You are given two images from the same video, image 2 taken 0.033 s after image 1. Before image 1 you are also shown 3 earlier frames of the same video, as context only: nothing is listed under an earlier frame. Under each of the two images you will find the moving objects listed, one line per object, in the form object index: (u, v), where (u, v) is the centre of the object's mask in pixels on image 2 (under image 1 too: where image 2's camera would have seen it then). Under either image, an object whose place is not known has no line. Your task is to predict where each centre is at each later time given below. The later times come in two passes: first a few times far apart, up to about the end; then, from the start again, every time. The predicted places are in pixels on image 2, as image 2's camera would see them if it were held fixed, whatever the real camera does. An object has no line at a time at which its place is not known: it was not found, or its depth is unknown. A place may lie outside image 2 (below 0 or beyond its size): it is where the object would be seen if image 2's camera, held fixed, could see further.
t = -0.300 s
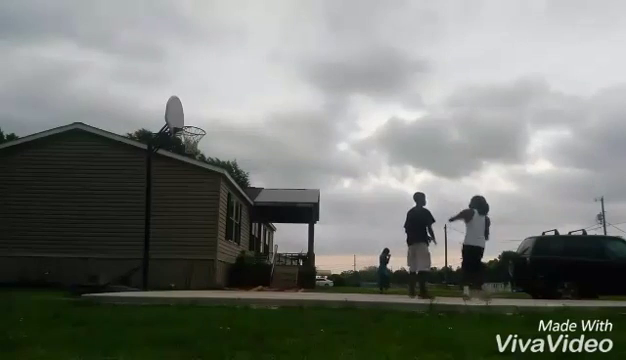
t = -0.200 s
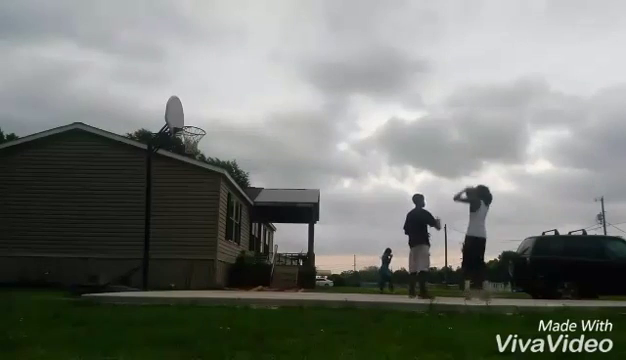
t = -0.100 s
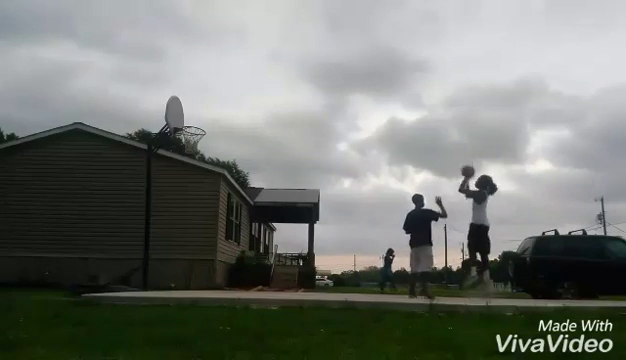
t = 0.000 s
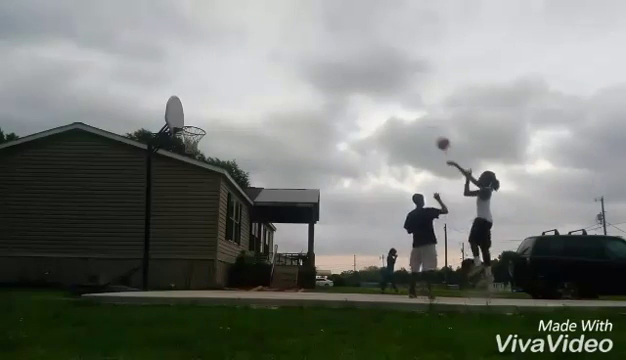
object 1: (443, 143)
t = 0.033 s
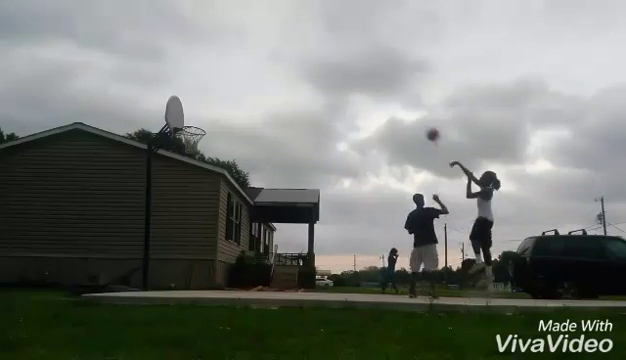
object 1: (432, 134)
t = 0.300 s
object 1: (352, 86)
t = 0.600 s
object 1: (265, 75)
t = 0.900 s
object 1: (180, 108)
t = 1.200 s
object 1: (191, 147)
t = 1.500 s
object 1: (182, 168)
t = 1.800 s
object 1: (168, 242)
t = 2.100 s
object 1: (166, 244)
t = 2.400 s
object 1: (174, 220)
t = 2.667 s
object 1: (176, 238)
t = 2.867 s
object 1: (175, 283)
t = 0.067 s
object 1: (422, 126)
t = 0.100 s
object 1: (412, 119)
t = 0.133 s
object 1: (402, 111)
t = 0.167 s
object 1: (391, 105)
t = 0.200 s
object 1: (382, 100)
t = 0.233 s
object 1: (371, 95)
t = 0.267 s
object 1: (362, 90)
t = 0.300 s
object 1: (352, 86)
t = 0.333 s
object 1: (342, 83)
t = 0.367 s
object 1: (332, 80)
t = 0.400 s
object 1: (323, 78)
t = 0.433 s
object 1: (313, 76)
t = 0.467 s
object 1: (304, 75)
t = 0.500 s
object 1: (294, 74)
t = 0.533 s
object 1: (284, 74)
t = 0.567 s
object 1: (275, 74)
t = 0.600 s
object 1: (265, 75)
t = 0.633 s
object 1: (256, 76)
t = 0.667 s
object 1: (246, 79)
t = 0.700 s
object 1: (237, 81)
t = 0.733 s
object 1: (227, 84)
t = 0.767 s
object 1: (217, 88)
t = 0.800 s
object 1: (207, 92)
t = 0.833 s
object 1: (198, 97)
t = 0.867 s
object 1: (188, 102)
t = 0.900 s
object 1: (180, 108)
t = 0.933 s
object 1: (182, 114)
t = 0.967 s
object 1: (185, 121)
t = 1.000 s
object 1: (189, 126)
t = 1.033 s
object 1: (194, 131)
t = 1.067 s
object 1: (196, 135)
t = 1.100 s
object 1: (195, 137)
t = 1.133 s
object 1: (194, 141)
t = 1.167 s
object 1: (193, 144)
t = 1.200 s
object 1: (191, 147)
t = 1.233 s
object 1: (192, 148)
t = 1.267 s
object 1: (192, 148)
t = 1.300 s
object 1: (192, 148)
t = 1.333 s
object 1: (190, 150)
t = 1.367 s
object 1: (188, 152)
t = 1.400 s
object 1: (188, 151)
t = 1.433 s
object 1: (189, 154)
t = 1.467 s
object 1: (183, 164)
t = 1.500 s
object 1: (182, 168)
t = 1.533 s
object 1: (182, 174)
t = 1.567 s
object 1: (180, 181)
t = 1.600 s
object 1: (177, 186)
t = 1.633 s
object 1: (177, 196)
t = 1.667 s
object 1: (175, 202)
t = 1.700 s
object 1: (174, 210)
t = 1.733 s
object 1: (172, 222)
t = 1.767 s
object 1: (169, 230)
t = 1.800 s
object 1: (168, 242)
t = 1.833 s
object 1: (166, 255)
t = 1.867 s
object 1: (163, 266)
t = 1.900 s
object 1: (162, 281)
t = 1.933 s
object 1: (161, 280)
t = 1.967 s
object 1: (162, 273)
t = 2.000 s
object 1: (164, 264)
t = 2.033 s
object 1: (165, 256)
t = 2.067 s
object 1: (165, 251)
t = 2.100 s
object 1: (166, 244)
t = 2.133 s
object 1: (167, 239)
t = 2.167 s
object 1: (169, 234)
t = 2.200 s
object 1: (169, 230)
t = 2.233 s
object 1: (169, 227)
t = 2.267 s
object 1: (170, 223)
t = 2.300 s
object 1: (172, 222)
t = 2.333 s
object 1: (173, 221)
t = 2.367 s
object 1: (173, 220)
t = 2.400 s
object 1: (174, 220)
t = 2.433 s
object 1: (174, 220)
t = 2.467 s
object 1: (174, 220)
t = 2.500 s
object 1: (176, 221)
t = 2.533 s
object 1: (176, 222)
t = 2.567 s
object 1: (176, 226)
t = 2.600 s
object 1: (176, 229)
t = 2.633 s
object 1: (176, 233)
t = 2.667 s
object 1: (176, 238)
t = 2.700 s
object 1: (176, 242)
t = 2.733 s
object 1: (176, 250)
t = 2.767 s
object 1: (176, 257)
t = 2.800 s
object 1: (176, 265)
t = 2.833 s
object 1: (176, 273)
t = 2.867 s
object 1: (175, 283)
